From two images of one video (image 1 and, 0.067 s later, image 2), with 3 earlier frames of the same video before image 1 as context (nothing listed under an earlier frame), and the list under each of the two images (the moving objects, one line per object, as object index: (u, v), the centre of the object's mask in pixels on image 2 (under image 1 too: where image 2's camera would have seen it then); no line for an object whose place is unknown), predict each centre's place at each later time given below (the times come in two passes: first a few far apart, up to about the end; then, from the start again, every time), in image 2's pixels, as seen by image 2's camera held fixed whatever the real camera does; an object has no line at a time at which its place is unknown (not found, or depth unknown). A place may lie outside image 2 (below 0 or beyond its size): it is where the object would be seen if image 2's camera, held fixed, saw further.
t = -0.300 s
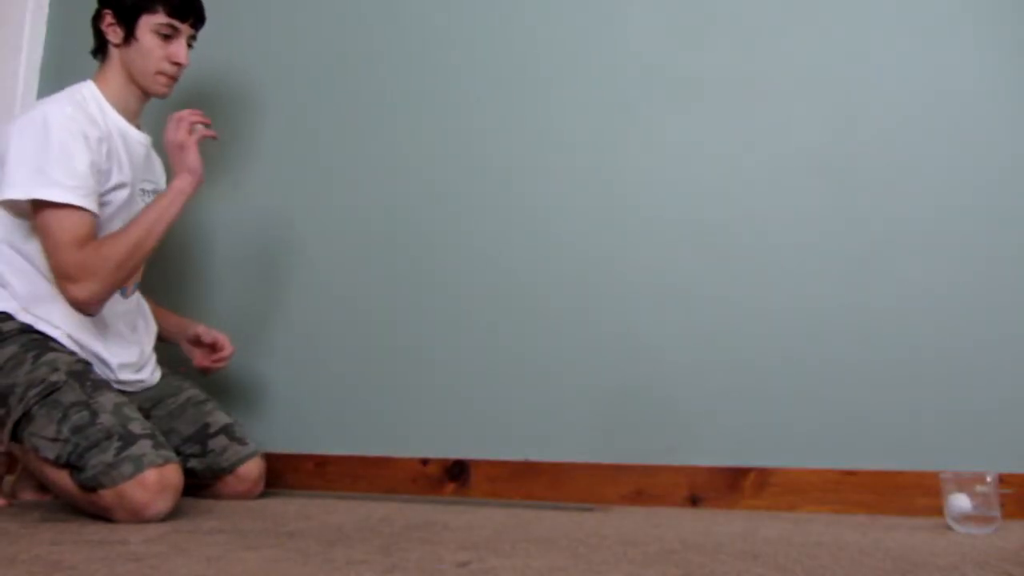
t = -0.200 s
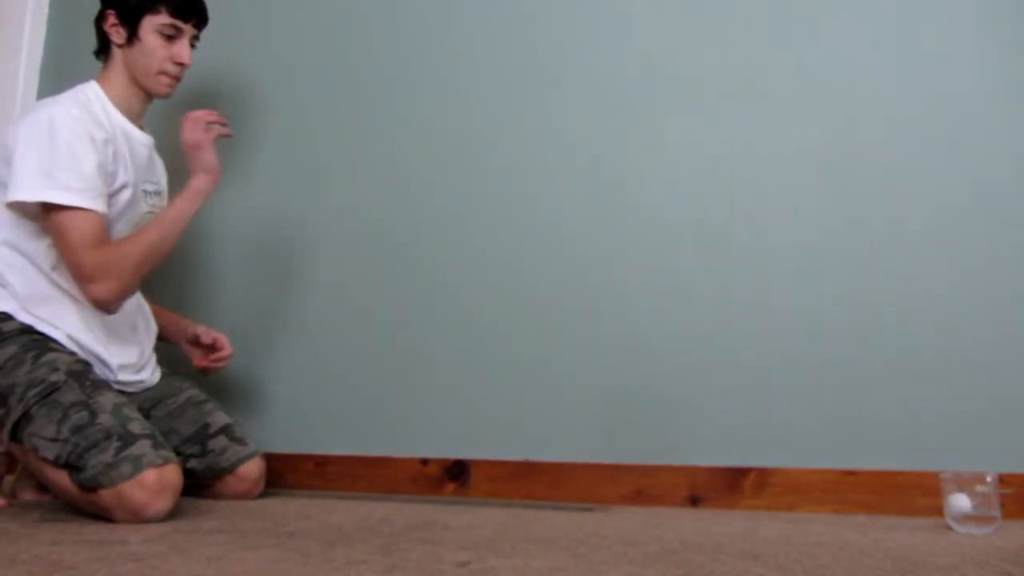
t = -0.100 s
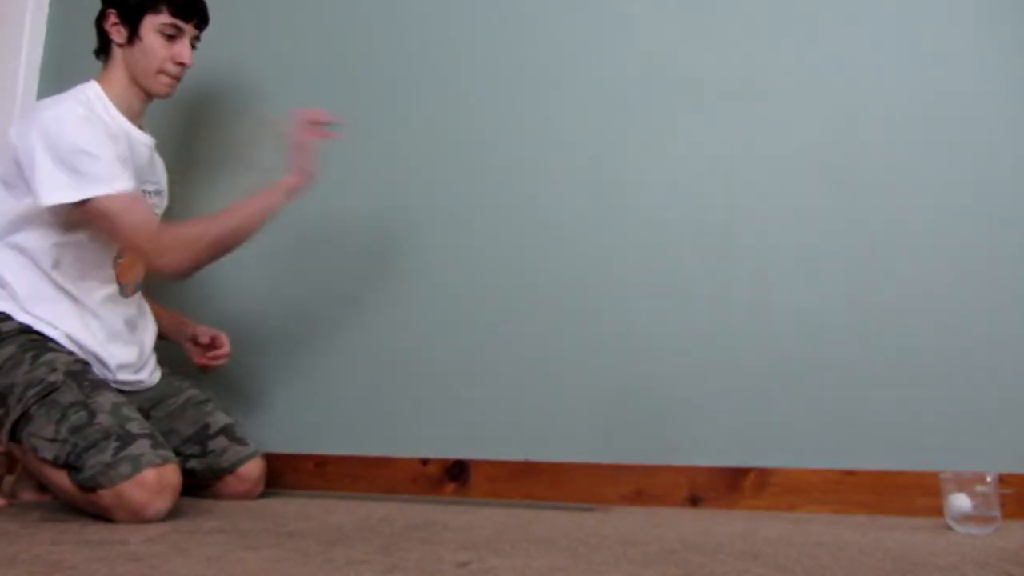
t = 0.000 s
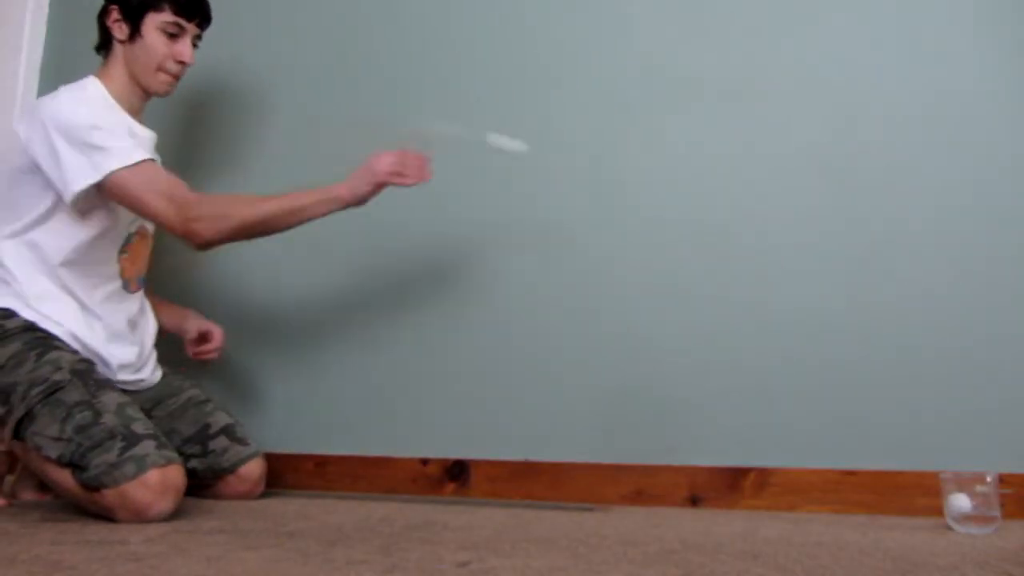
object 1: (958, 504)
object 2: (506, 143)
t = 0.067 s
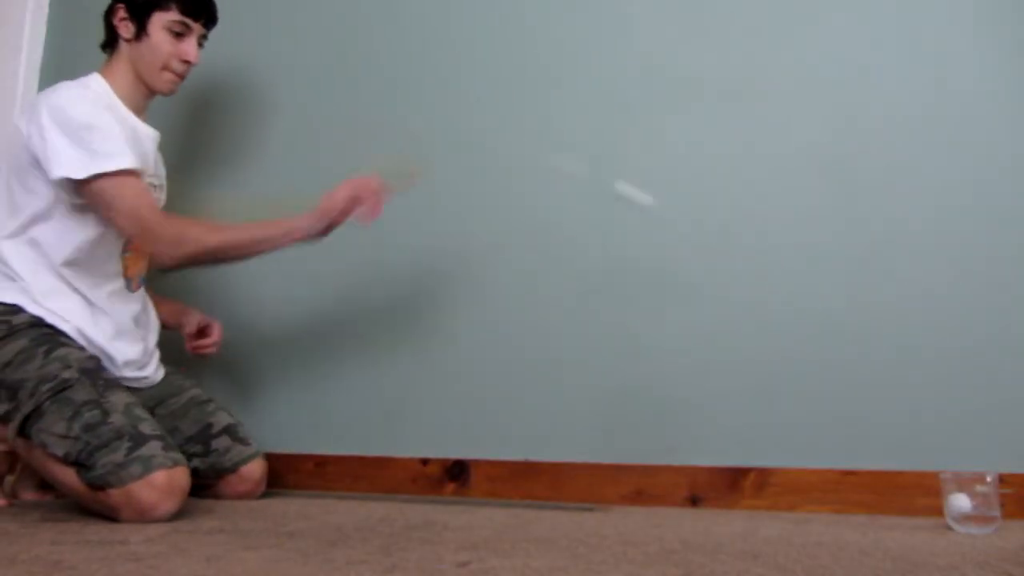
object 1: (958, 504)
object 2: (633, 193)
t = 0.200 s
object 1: (958, 504)
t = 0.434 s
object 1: (958, 505)
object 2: (968, 477)
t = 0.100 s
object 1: (958, 504)
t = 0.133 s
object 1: (958, 504)
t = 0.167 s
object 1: (958, 504)
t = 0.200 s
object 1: (958, 504)
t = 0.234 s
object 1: (958, 504)
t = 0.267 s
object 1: (959, 509)
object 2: (985, 489)
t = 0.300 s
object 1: (960, 513)
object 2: (975, 486)
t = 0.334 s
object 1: (961, 513)
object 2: (960, 487)
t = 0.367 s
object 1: (959, 511)
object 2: (959, 484)
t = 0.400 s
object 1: (959, 506)
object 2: (963, 479)
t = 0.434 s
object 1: (958, 505)
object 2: (968, 477)
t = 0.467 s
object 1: (958, 504)
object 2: (973, 480)
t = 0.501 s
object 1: (958, 503)
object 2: (978, 490)
